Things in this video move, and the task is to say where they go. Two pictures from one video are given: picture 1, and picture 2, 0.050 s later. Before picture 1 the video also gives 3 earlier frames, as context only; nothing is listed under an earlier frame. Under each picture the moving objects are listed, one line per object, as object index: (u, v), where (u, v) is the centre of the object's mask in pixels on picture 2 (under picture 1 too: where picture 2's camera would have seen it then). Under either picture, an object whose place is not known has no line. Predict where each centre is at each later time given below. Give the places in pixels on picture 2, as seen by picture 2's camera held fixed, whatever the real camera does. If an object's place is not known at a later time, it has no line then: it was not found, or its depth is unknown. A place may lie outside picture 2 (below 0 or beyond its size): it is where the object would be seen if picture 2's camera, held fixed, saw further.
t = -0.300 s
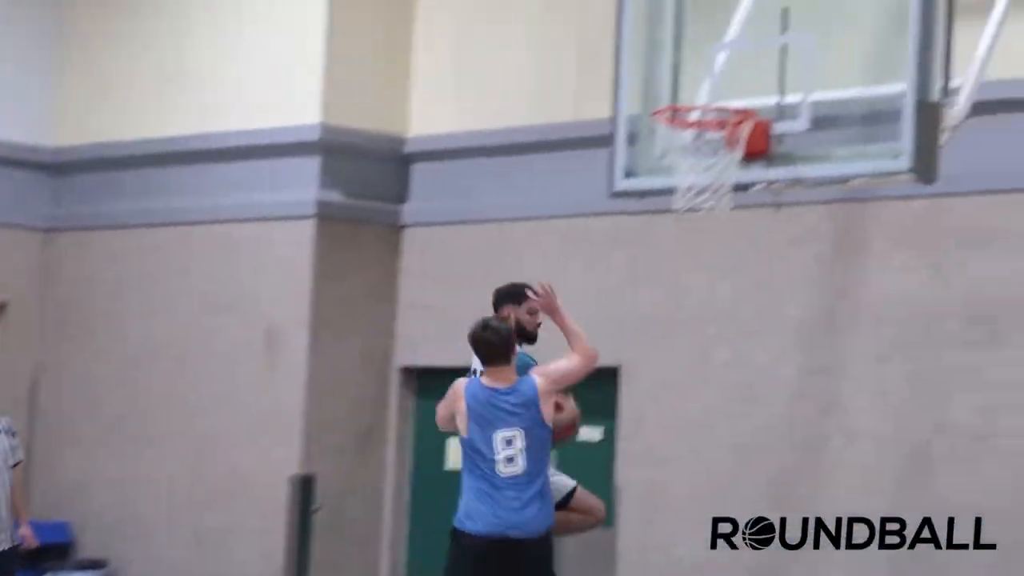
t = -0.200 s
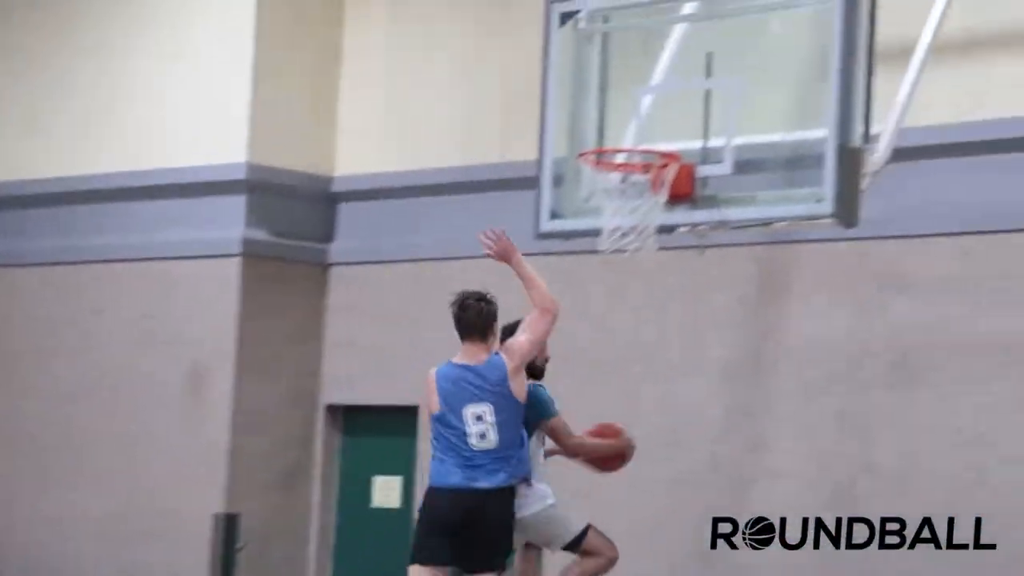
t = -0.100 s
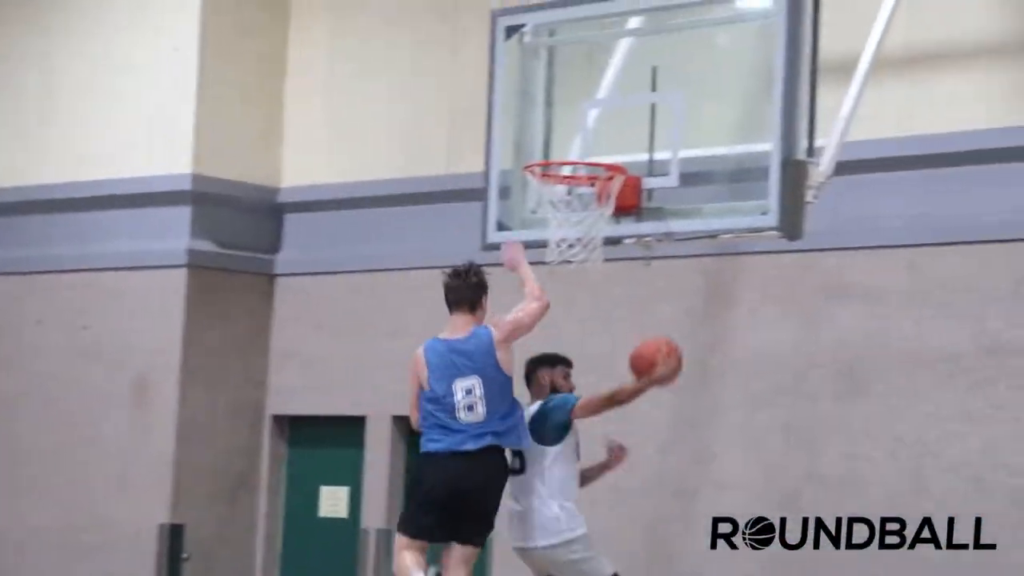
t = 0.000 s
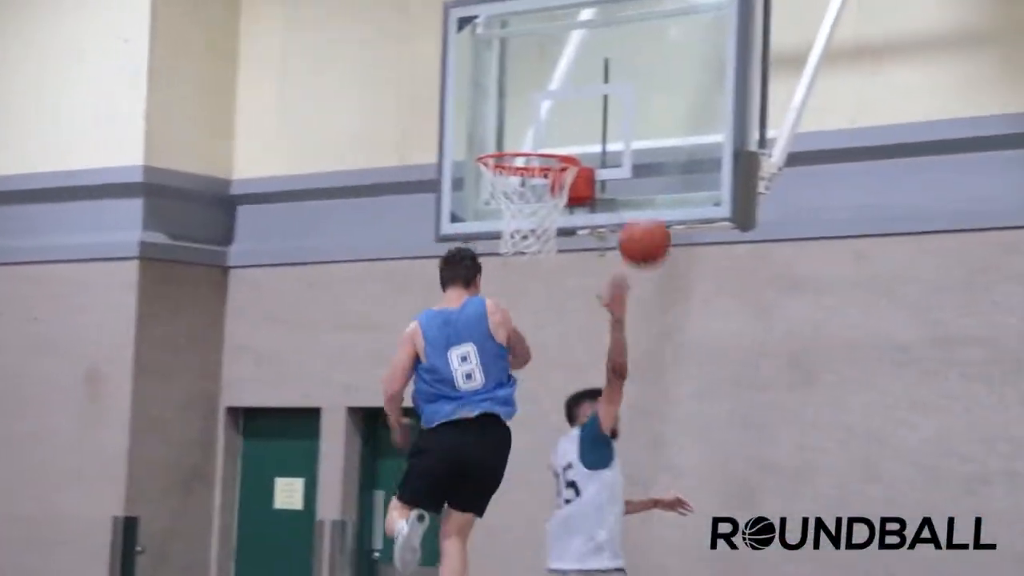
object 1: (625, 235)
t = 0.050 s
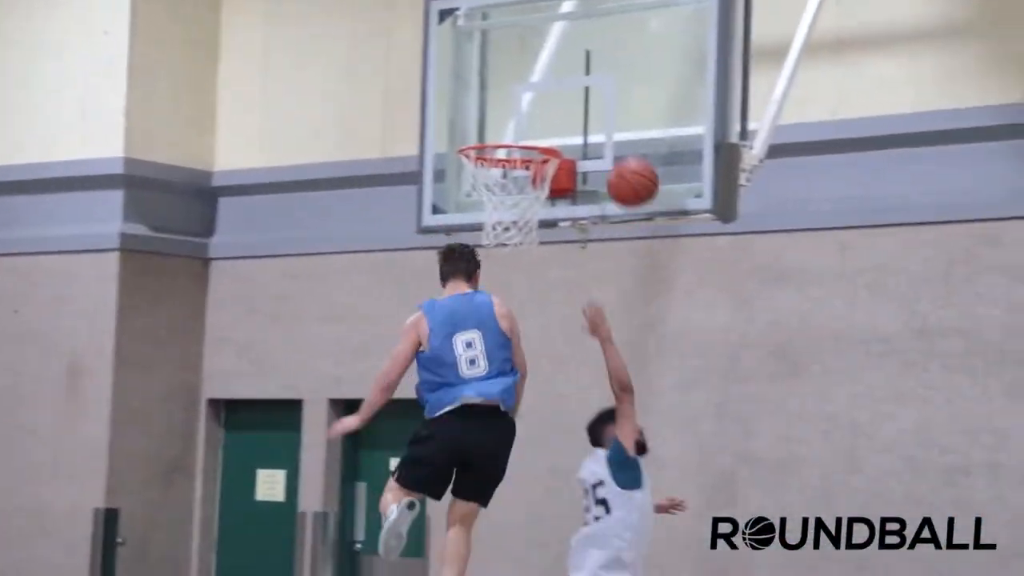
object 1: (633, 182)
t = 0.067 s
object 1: (635, 168)
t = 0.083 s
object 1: (637, 154)
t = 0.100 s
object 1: (639, 139)
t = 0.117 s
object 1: (641, 125)
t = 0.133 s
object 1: (643, 112)
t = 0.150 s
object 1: (644, 100)
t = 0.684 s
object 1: (533, 172)
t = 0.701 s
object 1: (528, 173)
